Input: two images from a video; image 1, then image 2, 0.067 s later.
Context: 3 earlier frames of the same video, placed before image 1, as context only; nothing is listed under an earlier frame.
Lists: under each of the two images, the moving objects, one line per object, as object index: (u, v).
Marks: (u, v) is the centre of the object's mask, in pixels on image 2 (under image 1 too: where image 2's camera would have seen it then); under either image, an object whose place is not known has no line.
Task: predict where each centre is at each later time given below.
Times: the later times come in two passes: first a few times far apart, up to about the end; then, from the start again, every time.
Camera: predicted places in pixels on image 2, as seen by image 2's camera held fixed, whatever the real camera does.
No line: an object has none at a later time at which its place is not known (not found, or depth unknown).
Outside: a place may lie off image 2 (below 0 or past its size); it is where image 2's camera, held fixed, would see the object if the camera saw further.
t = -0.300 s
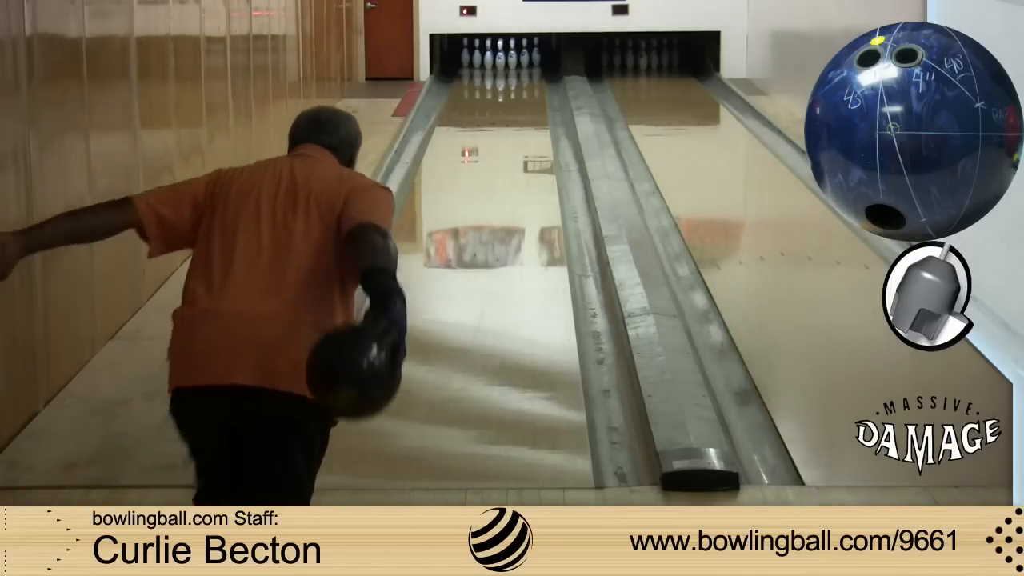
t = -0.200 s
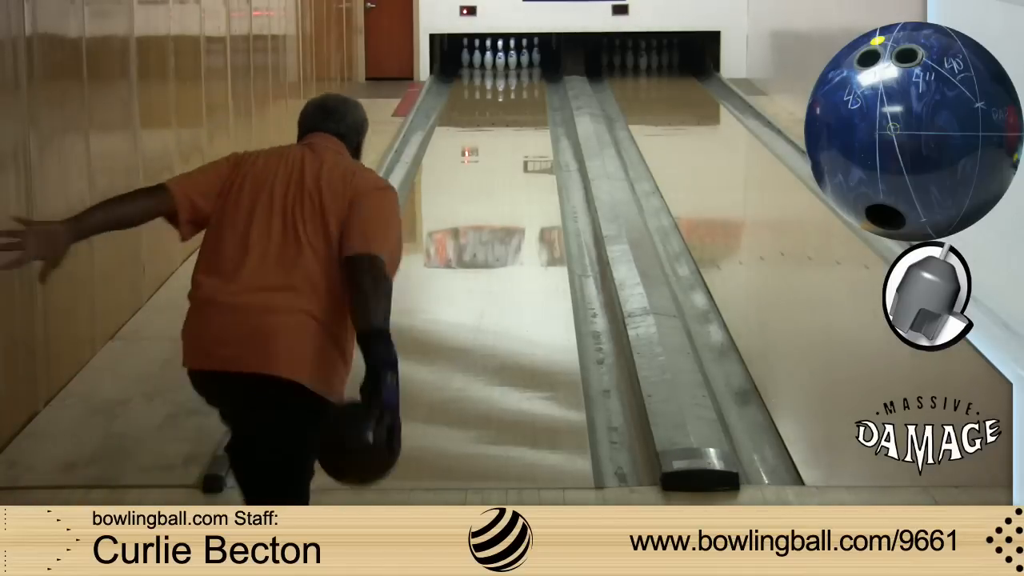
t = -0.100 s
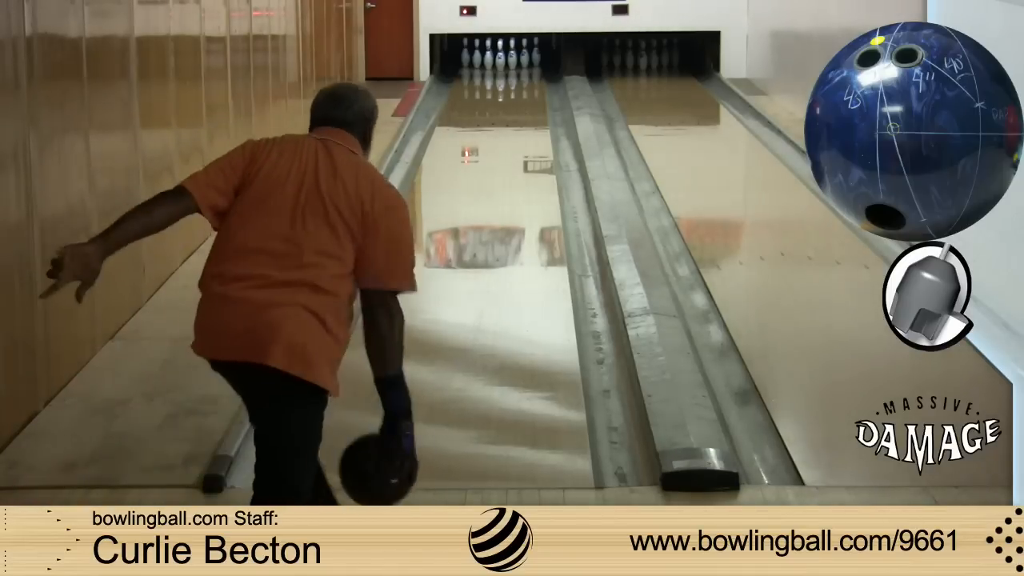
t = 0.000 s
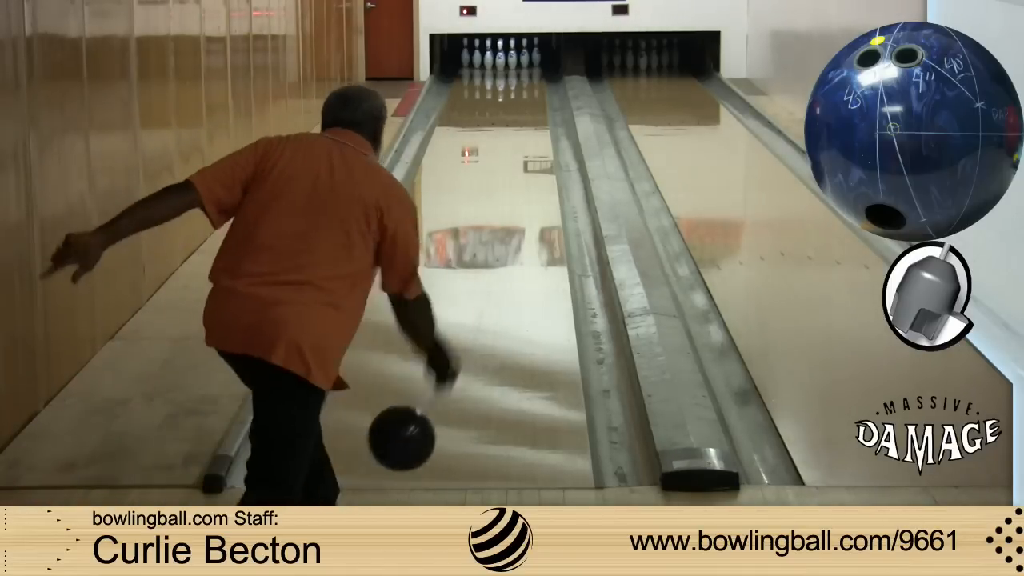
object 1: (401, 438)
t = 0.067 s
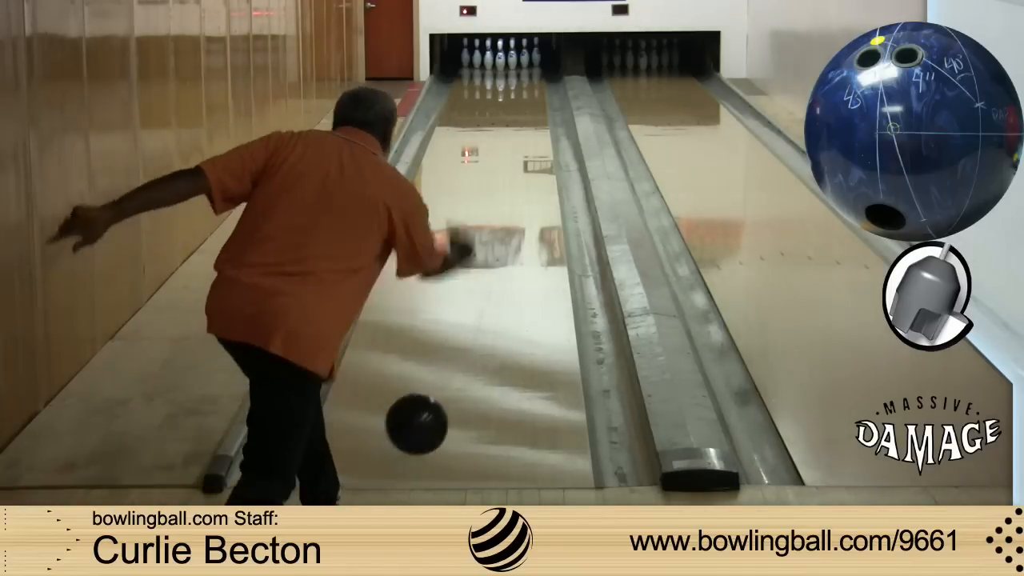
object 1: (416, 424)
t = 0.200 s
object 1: (440, 392)
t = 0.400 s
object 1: (465, 322)
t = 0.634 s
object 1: (485, 259)
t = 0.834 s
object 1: (497, 219)
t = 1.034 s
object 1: (506, 187)
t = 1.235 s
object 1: (513, 162)
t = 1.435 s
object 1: (518, 141)
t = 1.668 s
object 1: (522, 122)
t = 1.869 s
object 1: (523, 107)
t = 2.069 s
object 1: (524, 95)
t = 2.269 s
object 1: (523, 85)
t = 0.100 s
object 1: (423, 422)
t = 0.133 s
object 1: (430, 423)
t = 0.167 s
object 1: (435, 410)
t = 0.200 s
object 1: (440, 392)
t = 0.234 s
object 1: (445, 378)
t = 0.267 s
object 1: (450, 367)
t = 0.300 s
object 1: (454, 356)
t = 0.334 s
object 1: (458, 345)
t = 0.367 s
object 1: (462, 333)
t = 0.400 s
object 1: (465, 322)
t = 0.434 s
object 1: (468, 312)
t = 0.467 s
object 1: (472, 303)
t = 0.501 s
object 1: (474, 293)
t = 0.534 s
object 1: (477, 284)
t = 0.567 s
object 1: (480, 275)
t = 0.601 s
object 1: (482, 267)
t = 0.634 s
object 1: (485, 259)
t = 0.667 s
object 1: (487, 252)
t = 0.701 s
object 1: (490, 245)
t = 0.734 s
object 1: (492, 238)
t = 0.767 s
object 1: (494, 232)
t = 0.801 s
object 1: (495, 225)
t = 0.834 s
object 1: (497, 219)
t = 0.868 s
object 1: (499, 213)
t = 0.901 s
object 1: (501, 208)
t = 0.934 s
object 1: (502, 202)
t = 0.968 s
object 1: (504, 197)
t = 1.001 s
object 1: (505, 192)
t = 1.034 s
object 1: (506, 187)
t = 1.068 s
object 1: (508, 183)
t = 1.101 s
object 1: (509, 178)
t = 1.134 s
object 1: (510, 174)
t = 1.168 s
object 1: (511, 170)
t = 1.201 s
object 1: (512, 166)
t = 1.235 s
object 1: (513, 162)
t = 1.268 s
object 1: (514, 158)
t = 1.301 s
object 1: (515, 155)
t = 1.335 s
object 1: (516, 151)
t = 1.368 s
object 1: (516, 148)
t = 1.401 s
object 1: (517, 144)
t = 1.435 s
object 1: (518, 141)
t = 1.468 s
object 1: (518, 138)
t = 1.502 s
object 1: (519, 136)
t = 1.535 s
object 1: (519, 133)
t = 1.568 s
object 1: (520, 130)
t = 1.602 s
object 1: (521, 127)
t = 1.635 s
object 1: (521, 125)
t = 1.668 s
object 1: (522, 122)
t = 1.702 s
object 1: (522, 119)
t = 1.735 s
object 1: (522, 117)
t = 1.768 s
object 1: (523, 115)
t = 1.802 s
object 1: (523, 112)
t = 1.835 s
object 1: (523, 109)
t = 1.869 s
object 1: (523, 107)
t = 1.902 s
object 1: (524, 105)
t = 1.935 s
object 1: (524, 103)
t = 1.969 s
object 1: (524, 101)
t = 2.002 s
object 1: (524, 99)
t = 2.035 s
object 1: (524, 97)
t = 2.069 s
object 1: (524, 95)
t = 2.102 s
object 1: (524, 93)
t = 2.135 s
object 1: (524, 91)
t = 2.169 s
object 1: (524, 90)
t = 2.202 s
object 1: (524, 87)
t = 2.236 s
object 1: (523, 86)
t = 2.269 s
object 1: (523, 85)
